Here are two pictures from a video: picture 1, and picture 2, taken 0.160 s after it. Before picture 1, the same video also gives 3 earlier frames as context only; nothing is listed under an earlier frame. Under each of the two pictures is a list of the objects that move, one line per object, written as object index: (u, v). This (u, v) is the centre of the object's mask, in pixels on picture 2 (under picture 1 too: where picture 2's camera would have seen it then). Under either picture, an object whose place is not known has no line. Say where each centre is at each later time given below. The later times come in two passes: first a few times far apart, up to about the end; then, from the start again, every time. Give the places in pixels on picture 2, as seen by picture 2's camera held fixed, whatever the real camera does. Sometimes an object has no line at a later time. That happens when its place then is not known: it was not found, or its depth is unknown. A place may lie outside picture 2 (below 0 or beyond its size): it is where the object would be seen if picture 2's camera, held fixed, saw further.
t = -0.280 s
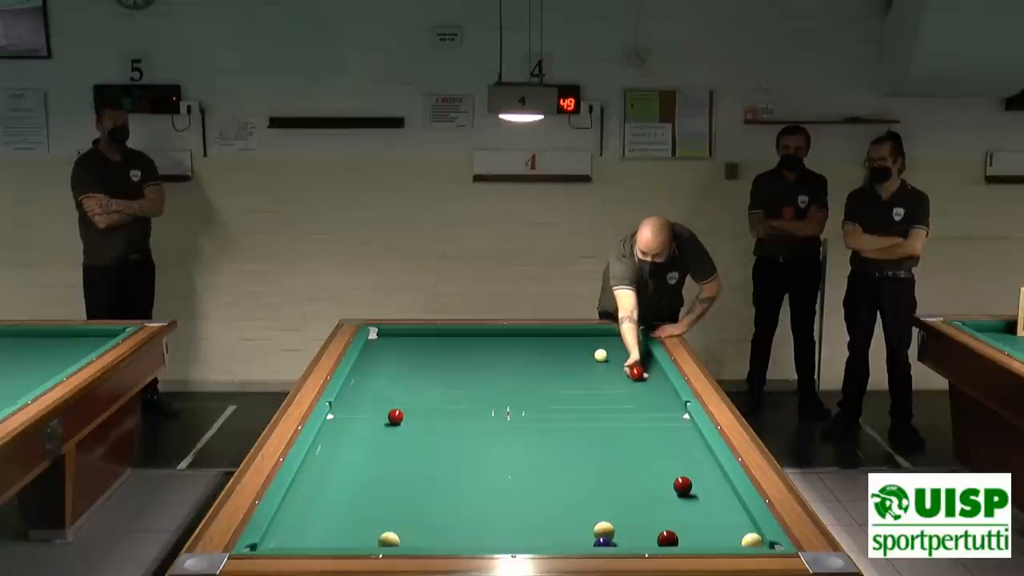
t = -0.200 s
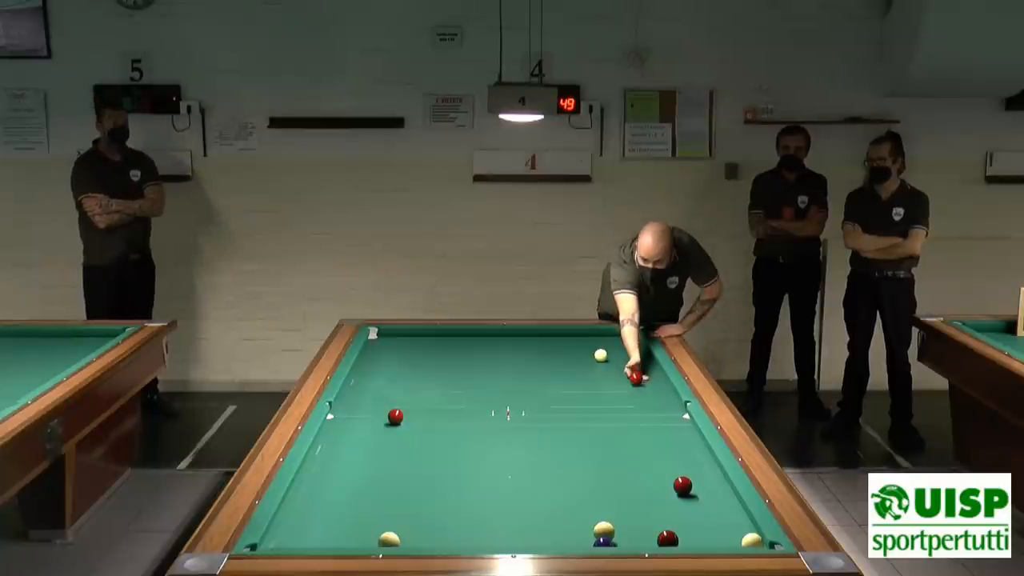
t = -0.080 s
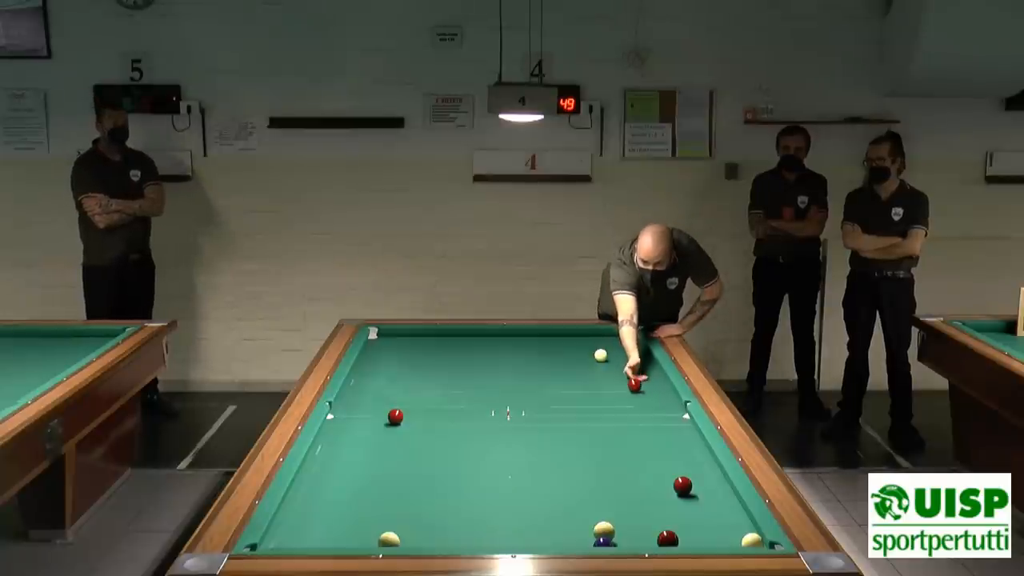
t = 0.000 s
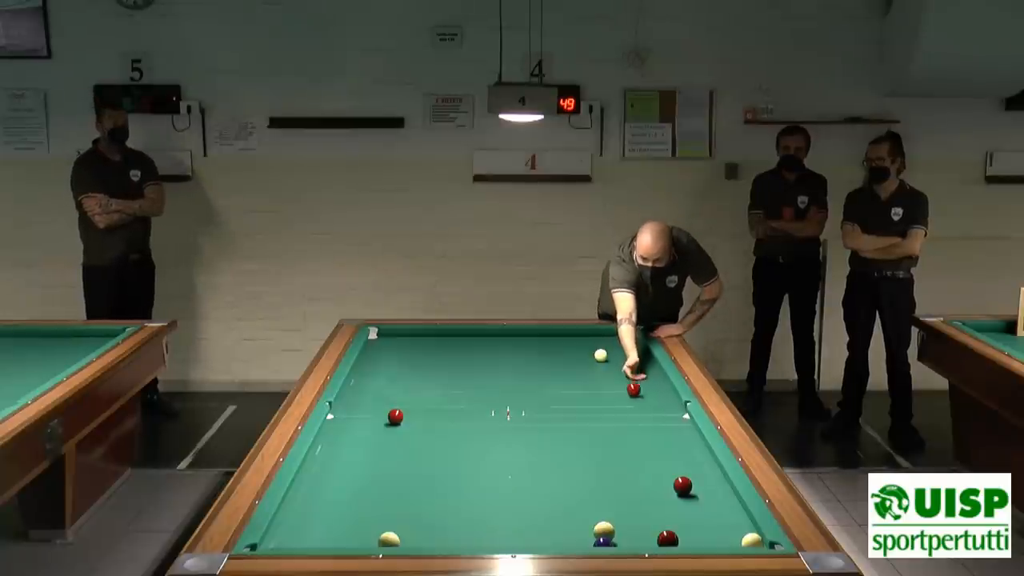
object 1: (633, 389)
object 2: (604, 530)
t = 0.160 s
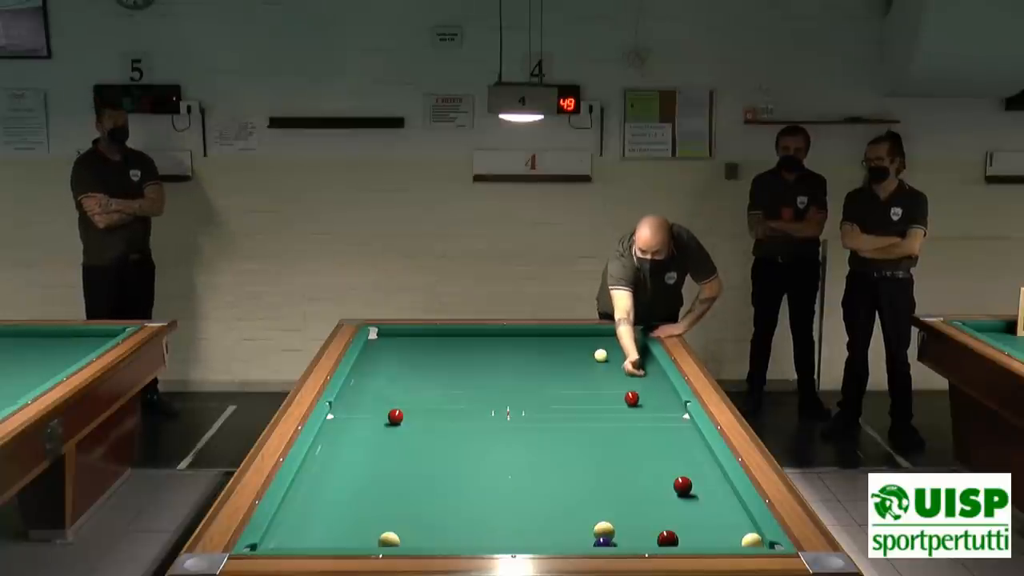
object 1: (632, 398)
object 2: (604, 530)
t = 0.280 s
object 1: (630, 405)
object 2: (604, 530)
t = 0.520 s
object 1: (627, 420)
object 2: (604, 530)
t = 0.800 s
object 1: (623, 439)
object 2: (604, 530)
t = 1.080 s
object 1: (618, 460)
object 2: (604, 530)
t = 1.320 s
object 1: (614, 480)
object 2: (604, 530)
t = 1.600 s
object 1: (608, 505)
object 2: (604, 530)
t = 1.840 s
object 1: (602, 520)
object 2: (604, 532)
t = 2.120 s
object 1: (593, 528)
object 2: (610, 535)
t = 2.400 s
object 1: (580, 528)
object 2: (622, 537)
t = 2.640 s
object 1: (570, 528)
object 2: (630, 538)
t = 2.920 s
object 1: (559, 527)
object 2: (640, 539)
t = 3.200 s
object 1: (549, 526)
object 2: (646, 539)
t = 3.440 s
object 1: (540, 526)
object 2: (647, 540)
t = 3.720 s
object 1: (533, 526)
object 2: (649, 540)
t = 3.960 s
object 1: (526, 527)
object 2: (649, 541)
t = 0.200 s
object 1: (631, 400)
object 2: (604, 530)
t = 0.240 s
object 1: (631, 403)
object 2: (604, 530)
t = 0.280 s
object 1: (630, 405)
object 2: (604, 530)
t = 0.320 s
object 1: (630, 408)
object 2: (604, 530)
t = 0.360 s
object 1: (629, 410)
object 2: (604, 530)
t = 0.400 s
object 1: (629, 412)
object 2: (604, 530)
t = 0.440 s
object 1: (628, 415)
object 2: (604, 530)
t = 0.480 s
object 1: (628, 418)
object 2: (604, 530)
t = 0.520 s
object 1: (627, 420)
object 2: (604, 530)
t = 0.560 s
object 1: (626, 423)
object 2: (604, 530)
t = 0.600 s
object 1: (626, 426)
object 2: (604, 530)
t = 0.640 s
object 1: (625, 428)
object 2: (604, 530)
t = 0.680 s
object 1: (625, 431)
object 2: (604, 530)
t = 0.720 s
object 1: (624, 434)
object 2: (604, 530)
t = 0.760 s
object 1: (624, 436)
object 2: (604, 530)
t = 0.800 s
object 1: (623, 439)
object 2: (604, 530)
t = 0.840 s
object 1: (622, 442)
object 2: (604, 530)
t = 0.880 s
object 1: (622, 445)
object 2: (604, 530)
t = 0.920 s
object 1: (621, 447)
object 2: (604, 530)
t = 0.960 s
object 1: (620, 451)
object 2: (604, 530)
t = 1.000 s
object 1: (620, 454)
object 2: (604, 530)
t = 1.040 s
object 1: (619, 457)
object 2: (604, 530)
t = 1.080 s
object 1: (618, 460)
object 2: (604, 530)
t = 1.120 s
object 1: (618, 463)
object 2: (604, 530)
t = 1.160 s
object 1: (617, 466)
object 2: (604, 530)
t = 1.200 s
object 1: (616, 470)
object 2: (604, 530)
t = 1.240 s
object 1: (615, 472)
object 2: (604, 530)
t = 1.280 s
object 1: (615, 476)
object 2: (604, 530)
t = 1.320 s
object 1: (614, 480)
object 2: (604, 530)
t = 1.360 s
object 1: (613, 483)
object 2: (604, 530)
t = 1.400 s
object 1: (612, 486)
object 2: (604, 530)
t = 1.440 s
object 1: (612, 490)
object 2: (604, 530)
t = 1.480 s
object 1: (611, 494)
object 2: (604, 530)
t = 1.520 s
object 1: (610, 497)
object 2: (604, 530)
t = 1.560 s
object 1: (609, 501)
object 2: (604, 530)
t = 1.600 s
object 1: (608, 505)
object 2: (604, 530)
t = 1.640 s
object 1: (607, 509)
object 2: (604, 530)
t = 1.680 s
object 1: (606, 511)
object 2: (604, 530)
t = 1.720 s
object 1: (605, 514)
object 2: (604, 530)
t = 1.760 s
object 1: (605, 516)
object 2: (604, 530)
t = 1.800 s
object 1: (603, 519)
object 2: (604, 530)
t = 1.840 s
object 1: (602, 520)
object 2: (604, 532)
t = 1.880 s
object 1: (601, 522)
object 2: (604, 534)
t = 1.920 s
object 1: (600, 523)
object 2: (604, 535)
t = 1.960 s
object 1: (598, 524)
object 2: (604, 535)
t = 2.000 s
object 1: (597, 525)
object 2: (605, 535)
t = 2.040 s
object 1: (595, 526)
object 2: (606, 534)
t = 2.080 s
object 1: (594, 527)
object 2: (608, 535)
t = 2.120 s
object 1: (593, 528)
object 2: (610, 535)
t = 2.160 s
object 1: (591, 529)
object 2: (611, 536)
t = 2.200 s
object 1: (589, 528)
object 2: (613, 537)
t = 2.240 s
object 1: (588, 528)
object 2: (615, 536)
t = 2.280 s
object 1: (586, 528)
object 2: (616, 537)
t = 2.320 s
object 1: (584, 528)
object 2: (618, 537)
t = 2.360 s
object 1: (582, 528)
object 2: (620, 537)
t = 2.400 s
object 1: (580, 528)
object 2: (622, 537)
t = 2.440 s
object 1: (578, 528)
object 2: (623, 537)
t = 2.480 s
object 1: (577, 528)
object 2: (624, 537)
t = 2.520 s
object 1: (575, 528)
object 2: (626, 538)
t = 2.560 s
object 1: (573, 528)
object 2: (628, 538)
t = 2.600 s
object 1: (571, 528)
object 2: (629, 538)
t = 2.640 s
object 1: (570, 528)
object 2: (630, 538)
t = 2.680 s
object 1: (568, 527)
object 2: (632, 538)
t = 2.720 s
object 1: (566, 527)
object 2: (633, 538)
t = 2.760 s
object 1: (565, 527)
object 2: (635, 538)
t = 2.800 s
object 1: (563, 527)
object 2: (636, 538)
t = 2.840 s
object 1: (562, 527)
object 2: (638, 538)
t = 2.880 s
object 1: (560, 527)
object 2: (639, 539)
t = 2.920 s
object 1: (559, 527)
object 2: (640, 539)
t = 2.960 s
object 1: (557, 527)
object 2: (641, 539)
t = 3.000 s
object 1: (556, 527)
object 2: (642, 539)
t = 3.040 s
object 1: (554, 526)
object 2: (643, 539)
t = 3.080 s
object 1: (553, 526)
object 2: (645, 539)
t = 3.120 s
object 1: (551, 526)
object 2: (645, 539)
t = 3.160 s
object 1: (550, 526)
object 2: (646, 539)
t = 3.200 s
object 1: (549, 526)
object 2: (646, 539)
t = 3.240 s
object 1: (547, 526)
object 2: (646, 540)
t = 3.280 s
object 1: (546, 526)
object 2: (647, 540)
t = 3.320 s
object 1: (544, 526)
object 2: (647, 540)
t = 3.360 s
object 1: (543, 526)
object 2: (647, 540)
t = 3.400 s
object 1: (542, 526)
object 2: (647, 540)
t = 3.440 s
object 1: (540, 526)
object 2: (647, 540)
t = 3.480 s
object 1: (539, 526)
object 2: (648, 540)
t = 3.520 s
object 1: (538, 526)
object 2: (648, 540)
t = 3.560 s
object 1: (537, 526)
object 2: (648, 540)
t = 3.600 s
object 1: (536, 526)
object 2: (648, 540)
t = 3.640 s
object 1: (535, 526)
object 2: (648, 540)
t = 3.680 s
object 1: (534, 526)
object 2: (648, 540)
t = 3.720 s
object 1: (533, 526)
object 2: (649, 540)
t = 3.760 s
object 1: (531, 526)
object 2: (649, 540)
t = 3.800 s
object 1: (530, 526)
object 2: (649, 541)
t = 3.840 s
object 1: (529, 527)
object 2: (649, 541)
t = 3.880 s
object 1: (528, 527)
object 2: (649, 541)
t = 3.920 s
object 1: (527, 527)
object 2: (649, 541)
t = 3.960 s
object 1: (526, 527)
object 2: (649, 541)
